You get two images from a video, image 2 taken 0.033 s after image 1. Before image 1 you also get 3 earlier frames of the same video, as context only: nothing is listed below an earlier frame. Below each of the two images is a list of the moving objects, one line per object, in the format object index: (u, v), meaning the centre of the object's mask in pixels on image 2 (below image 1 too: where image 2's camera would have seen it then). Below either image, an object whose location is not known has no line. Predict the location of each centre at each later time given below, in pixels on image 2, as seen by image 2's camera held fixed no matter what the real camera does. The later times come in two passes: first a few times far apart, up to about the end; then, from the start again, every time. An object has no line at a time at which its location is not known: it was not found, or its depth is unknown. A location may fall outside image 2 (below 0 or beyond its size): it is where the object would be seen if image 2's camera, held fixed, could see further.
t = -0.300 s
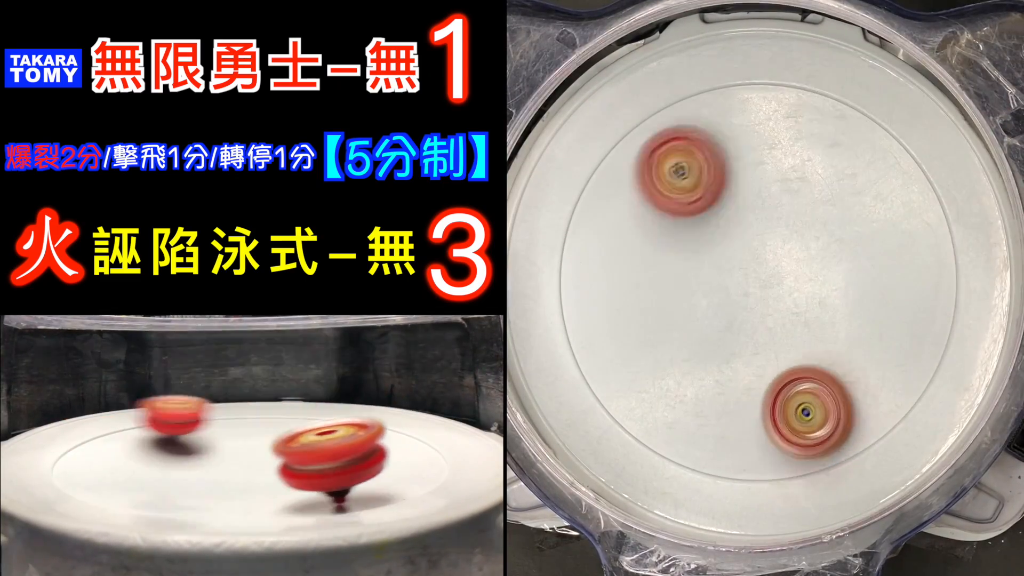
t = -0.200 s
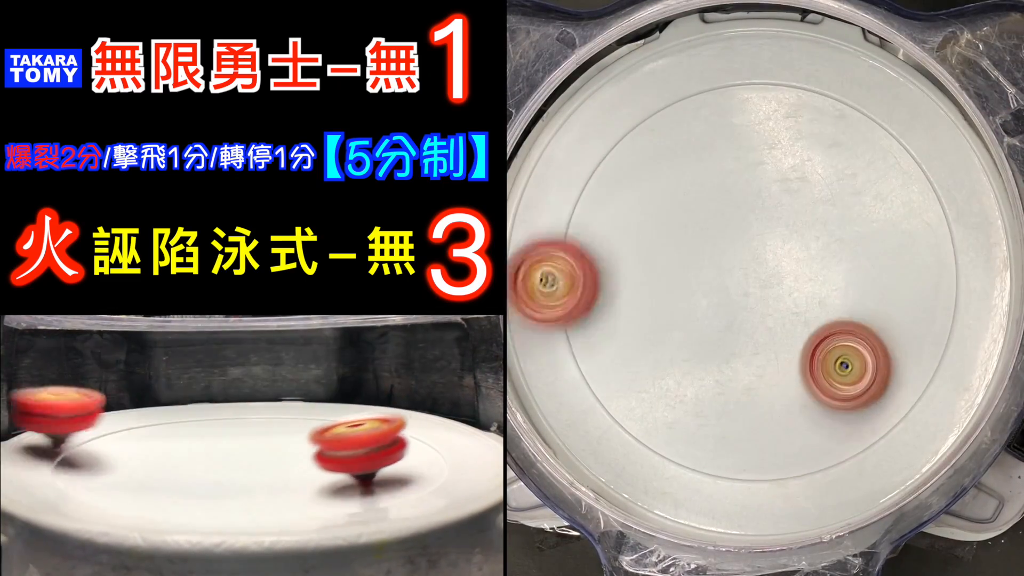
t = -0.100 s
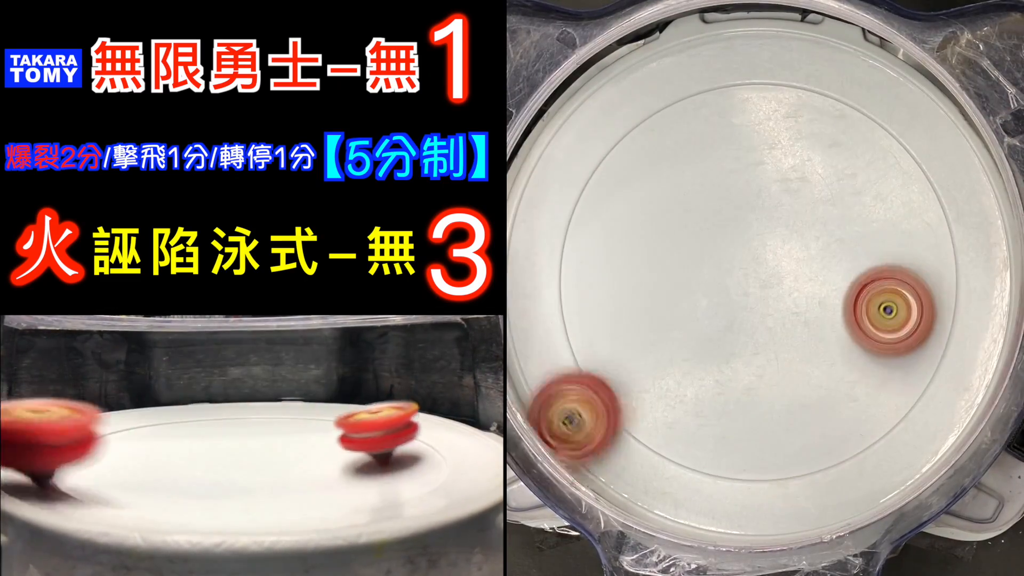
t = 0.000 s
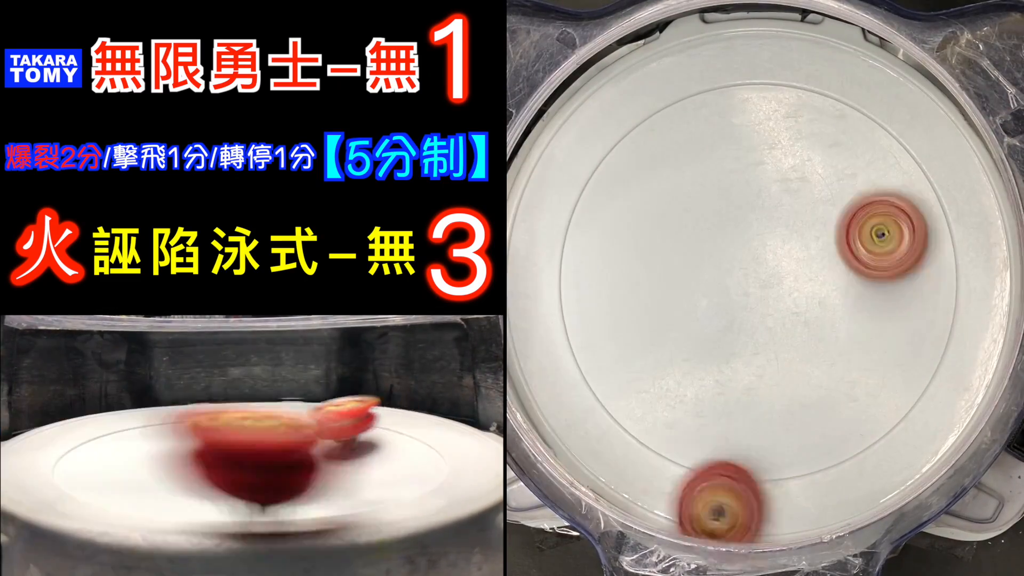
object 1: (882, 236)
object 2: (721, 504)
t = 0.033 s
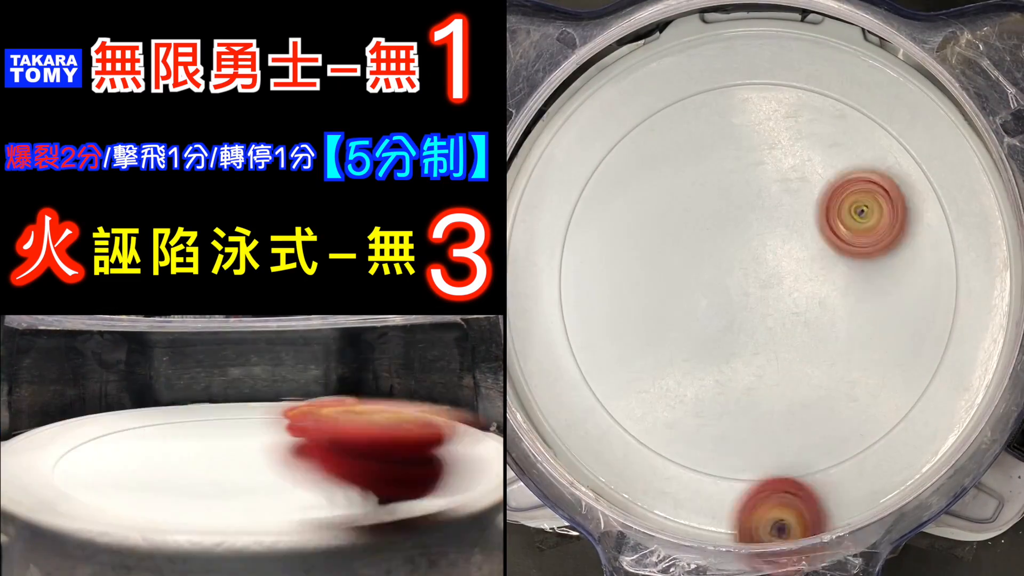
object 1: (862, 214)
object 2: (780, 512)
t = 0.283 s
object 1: (600, 211)
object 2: (850, 98)
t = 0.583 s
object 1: (711, 471)
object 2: (538, 214)
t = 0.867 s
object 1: (936, 197)
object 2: (856, 280)
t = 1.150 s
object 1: (562, 305)
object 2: (901, 218)
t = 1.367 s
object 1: (797, 524)
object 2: (718, 175)
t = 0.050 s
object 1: (850, 204)
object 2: (809, 512)
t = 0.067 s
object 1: (836, 195)
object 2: (835, 507)
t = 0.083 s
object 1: (819, 188)
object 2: (846, 494)
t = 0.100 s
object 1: (802, 181)
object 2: (854, 473)
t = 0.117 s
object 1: (784, 177)
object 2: (857, 443)
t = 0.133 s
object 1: (764, 174)
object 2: (858, 409)
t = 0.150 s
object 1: (745, 173)
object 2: (861, 378)
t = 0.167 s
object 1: (725, 174)
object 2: (865, 347)
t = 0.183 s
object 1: (706, 175)
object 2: (867, 311)
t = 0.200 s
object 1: (687, 178)
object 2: (869, 276)
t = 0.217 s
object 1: (666, 182)
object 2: (869, 241)
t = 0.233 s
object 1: (649, 187)
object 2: (868, 204)
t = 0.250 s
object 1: (632, 194)
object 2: (863, 167)
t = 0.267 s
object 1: (615, 202)
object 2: (857, 133)
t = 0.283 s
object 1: (600, 211)
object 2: (850, 98)
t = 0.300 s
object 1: (585, 221)
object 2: (834, 69)
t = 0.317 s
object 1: (573, 232)
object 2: (817, 52)
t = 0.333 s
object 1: (563, 244)
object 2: (791, 50)
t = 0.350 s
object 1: (553, 256)
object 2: (763, 55)
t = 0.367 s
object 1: (552, 270)
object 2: (737, 63)
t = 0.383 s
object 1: (558, 285)
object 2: (709, 70)
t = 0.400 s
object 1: (565, 300)
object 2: (679, 78)
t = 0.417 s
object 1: (574, 316)
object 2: (651, 87)
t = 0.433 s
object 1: (582, 331)
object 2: (622, 99)
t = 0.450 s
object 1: (593, 348)
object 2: (594, 112)
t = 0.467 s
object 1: (605, 364)
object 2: (571, 128)
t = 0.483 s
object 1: (617, 380)
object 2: (550, 146)
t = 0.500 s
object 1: (629, 396)
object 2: (536, 167)
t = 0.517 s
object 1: (644, 412)
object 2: (526, 188)
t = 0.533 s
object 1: (659, 428)
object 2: (519, 208)
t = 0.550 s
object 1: (676, 443)
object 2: (523, 214)
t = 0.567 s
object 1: (692, 457)
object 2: (530, 213)
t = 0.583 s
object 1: (711, 471)
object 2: (538, 214)
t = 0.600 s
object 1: (733, 472)
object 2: (549, 213)
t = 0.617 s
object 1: (756, 472)
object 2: (565, 217)
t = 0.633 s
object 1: (779, 470)
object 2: (583, 219)
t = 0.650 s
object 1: (801, 465)
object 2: (601, 224)
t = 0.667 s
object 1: (824, 455)
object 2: (621, 228)
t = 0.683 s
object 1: (845, 445)
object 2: (639, 235)
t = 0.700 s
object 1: (867, 432)
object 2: (660, 241)
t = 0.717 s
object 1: (887, 418)
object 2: (679, 248)
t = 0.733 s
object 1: (905, 399)
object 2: (699, 256)
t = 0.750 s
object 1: (918, 379)
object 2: (718, 263)
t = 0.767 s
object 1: (929, 354)
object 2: (739, 268)
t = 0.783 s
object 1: (938, 330)
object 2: (758, 274)
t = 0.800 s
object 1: (943, 303)
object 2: (779, 276)
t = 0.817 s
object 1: (945, 277)
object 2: (798, 280)
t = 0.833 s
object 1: (945, 251)
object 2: (819, 280)
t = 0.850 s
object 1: (943, 225)
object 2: (837, 281)
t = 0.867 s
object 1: (936, 197)
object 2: (856, 280)
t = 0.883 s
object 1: (923, 175)
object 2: (874, 280)
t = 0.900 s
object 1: (907, 153)
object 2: (890, 277)
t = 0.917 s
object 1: (889, 132)
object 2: (906, 275)
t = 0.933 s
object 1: (867, 112)
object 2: (920, 271)
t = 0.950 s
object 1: (843, 97)
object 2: (933, 268)
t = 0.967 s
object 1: (815, 87)
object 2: (944, 264)
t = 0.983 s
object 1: (785, 79)
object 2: (955, 259)
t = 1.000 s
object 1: (752, 75)
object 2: (961, 255)
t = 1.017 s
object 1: (720, 80)
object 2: (961, 250)
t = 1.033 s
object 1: (687, 90)
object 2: (959, 245)
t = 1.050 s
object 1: (656, 103)
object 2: (957, 241)
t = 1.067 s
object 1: (625, 127)
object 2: (952, 239)
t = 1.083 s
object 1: (599, 153)
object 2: (944, 233)
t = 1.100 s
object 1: (580, 186)
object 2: (934, 230)
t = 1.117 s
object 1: (565, 222)
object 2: (925, 226)
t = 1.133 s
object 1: (559, 263)
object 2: (913, 223)
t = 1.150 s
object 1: (562, 305)
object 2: (901, 218)
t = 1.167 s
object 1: (575, 346)
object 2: (889, 215)
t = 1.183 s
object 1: (592, 383)
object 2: (875, 209)
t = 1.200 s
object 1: (618, 416)
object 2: (862, 206)
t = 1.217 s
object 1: (648, 450)
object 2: (847, 201)
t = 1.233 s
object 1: (678, 481)
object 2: (834, 196)
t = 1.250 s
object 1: (709, 503)
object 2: (819, 191)
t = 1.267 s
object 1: (741, 517)
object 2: (806, 186)
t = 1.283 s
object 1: (771, 520)
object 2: (791, 181)
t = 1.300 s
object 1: (803, 522)
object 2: (778, 175)
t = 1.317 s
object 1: (827, 521)
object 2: (763, 173)
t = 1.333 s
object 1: (825, 516)
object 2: (747, 171)
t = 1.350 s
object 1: (811, 520)
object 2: (733, 172)
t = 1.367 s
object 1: (797, 524)
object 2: (718, 175)
